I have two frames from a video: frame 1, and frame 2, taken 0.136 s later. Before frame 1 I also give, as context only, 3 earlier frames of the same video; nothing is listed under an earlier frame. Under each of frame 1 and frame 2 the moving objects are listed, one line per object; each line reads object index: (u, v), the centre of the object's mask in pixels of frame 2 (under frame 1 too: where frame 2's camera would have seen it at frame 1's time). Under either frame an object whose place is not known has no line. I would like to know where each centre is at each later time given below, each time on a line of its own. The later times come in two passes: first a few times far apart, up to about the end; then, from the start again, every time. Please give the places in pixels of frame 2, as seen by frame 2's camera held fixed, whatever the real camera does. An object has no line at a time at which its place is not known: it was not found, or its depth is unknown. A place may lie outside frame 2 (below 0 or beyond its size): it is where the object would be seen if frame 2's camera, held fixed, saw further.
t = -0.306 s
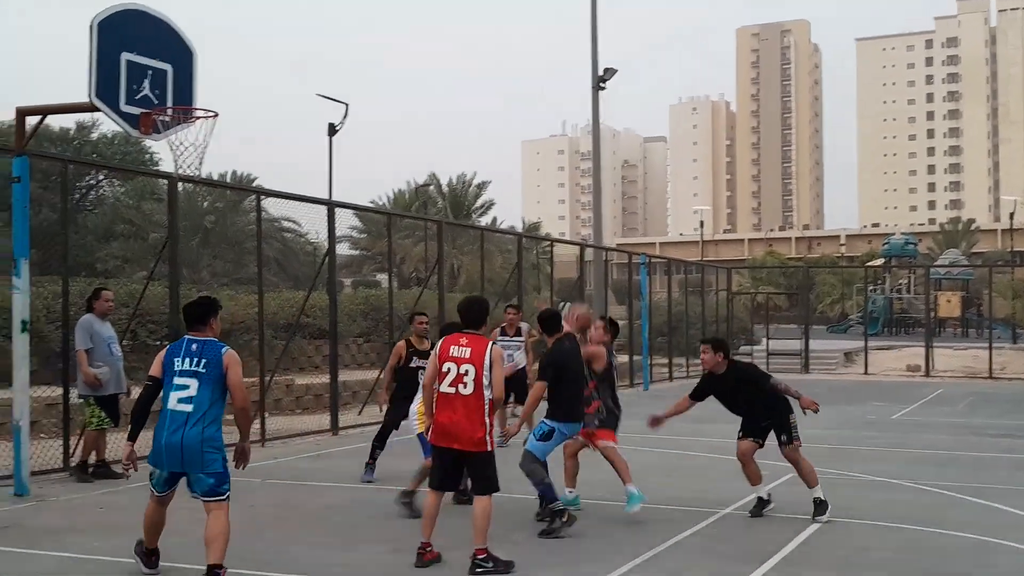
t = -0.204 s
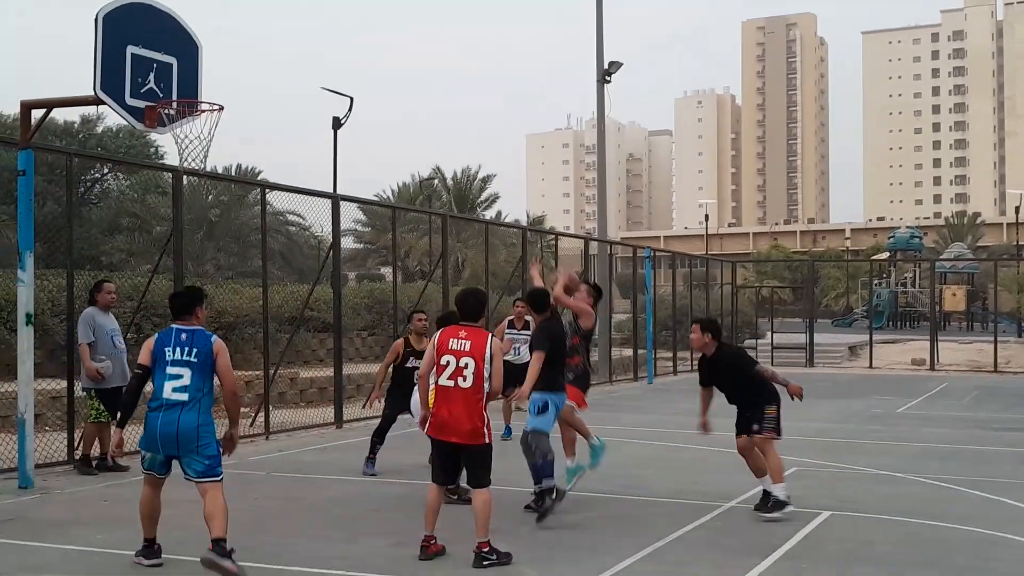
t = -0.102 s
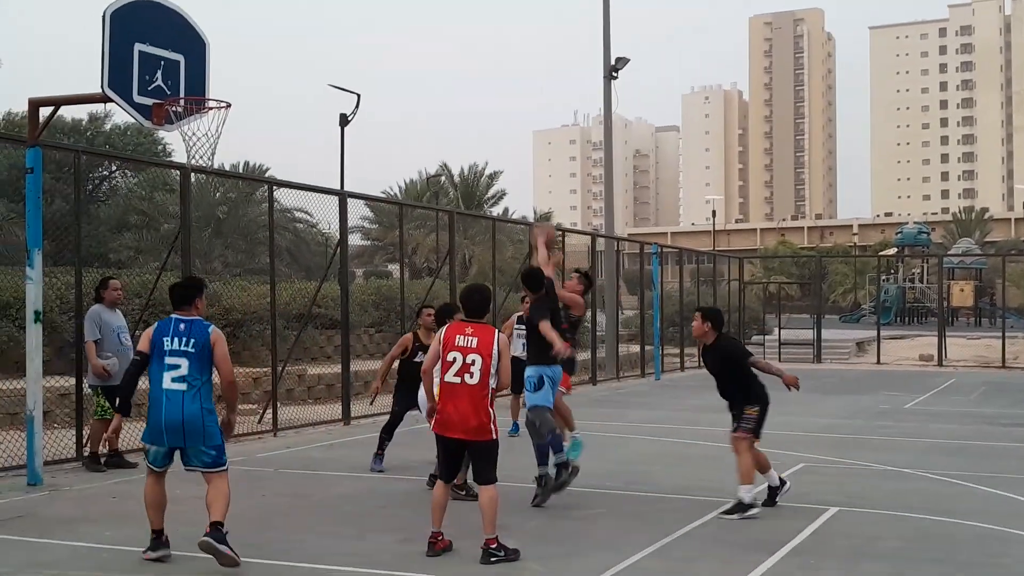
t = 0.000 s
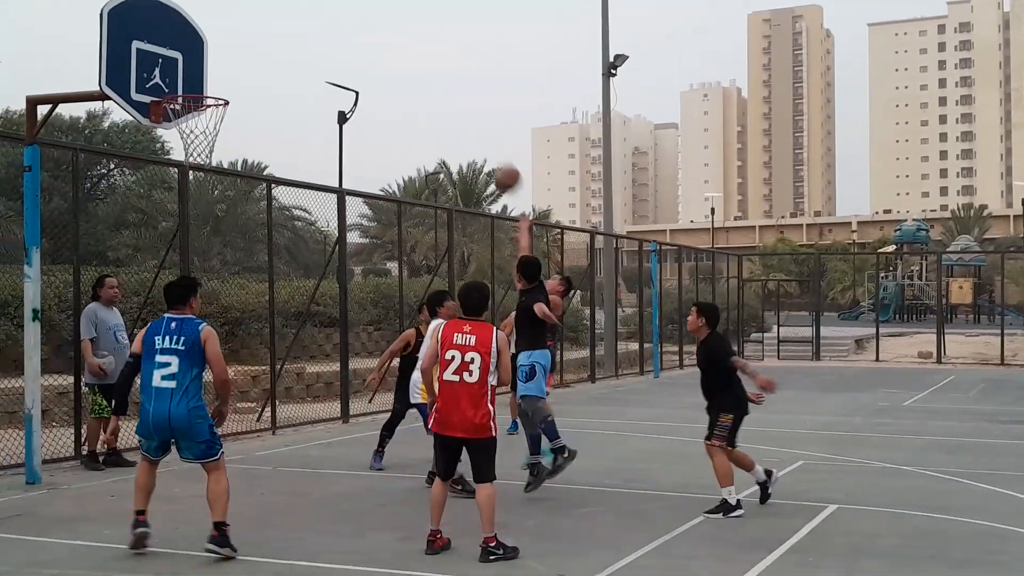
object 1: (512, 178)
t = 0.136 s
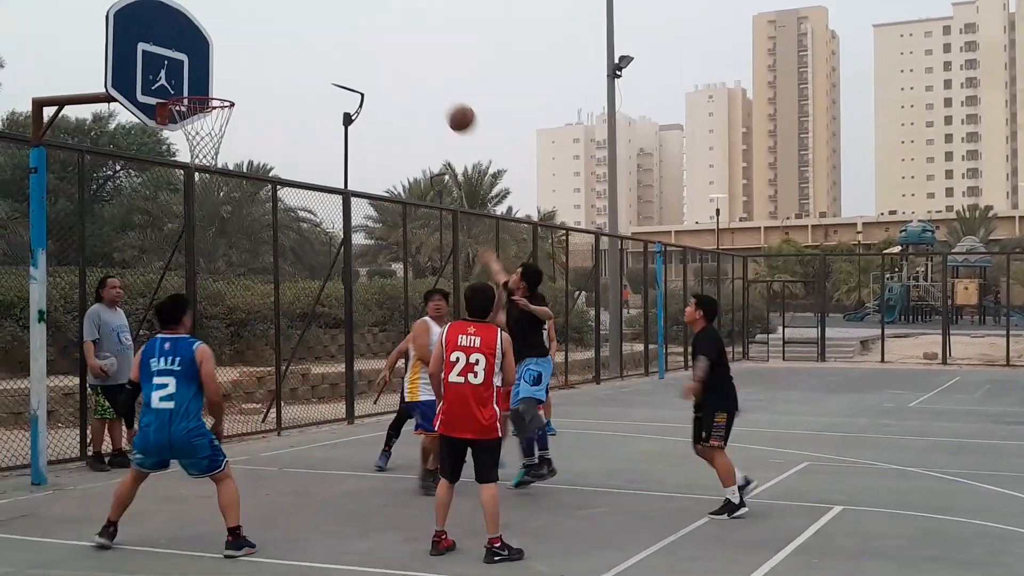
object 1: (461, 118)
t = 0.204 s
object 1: (435, 94)
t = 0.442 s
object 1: (346, 53)
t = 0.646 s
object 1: (265, 71)
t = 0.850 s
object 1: (235, 71)
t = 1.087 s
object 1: (230, 81)
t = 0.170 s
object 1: (448, 106)
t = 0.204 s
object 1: (435, 94)
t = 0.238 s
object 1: (422, 85)
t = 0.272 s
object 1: (410, 76)
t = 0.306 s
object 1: (397, 69)
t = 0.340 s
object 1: (384, 63)
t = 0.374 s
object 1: (371, 58)
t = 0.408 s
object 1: (359, 55)
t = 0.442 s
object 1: (346, 53)
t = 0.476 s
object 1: (332, 52)
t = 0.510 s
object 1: (319, 53)
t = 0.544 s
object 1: (306, 56)
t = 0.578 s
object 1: (293, 59)
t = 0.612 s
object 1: (279, 64)
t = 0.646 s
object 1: (265, 71)
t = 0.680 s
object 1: (252, 79)
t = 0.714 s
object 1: (239, 87)
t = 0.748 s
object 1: (237, 82)
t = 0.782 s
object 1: (236, 77)
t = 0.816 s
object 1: (236, 73)
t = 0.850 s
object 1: (235, 71)
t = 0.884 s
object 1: (234, 70)
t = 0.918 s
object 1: (233, 70)
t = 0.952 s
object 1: (231, 71)
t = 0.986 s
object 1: (230, 74)
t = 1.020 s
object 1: (230, 78)
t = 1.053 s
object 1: (229, 83)
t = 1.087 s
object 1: (230, 81)
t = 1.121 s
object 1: (230, 78)
